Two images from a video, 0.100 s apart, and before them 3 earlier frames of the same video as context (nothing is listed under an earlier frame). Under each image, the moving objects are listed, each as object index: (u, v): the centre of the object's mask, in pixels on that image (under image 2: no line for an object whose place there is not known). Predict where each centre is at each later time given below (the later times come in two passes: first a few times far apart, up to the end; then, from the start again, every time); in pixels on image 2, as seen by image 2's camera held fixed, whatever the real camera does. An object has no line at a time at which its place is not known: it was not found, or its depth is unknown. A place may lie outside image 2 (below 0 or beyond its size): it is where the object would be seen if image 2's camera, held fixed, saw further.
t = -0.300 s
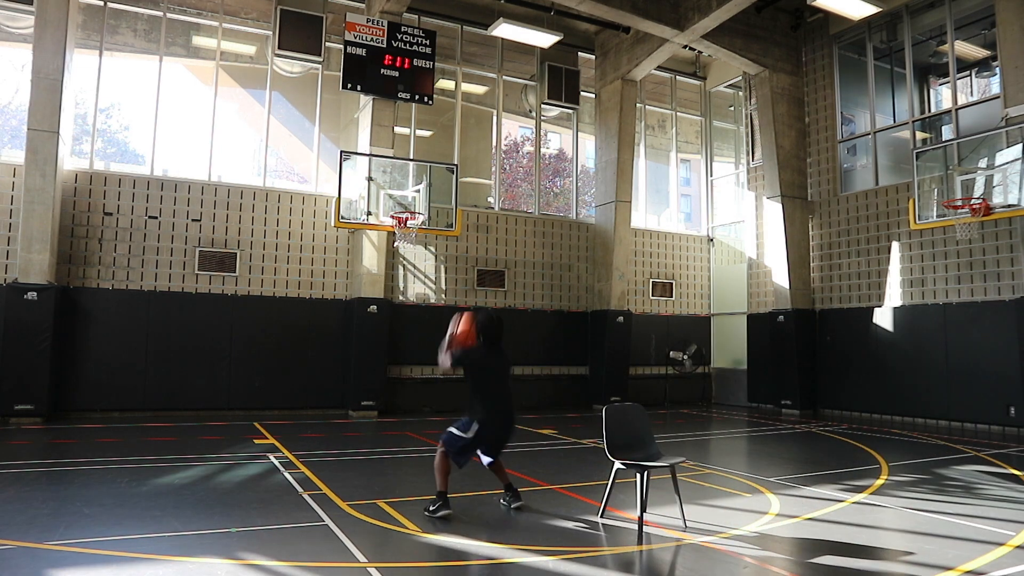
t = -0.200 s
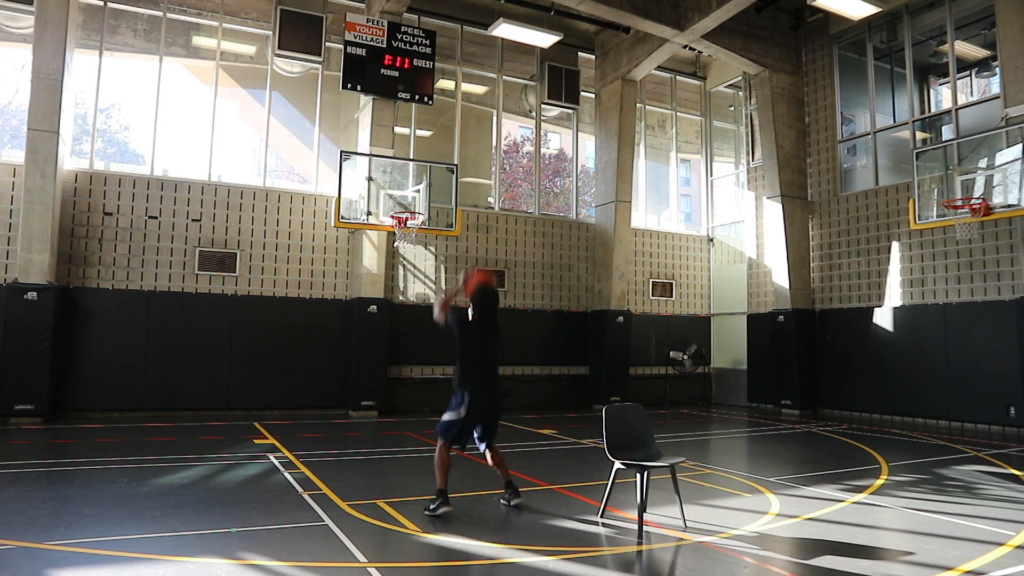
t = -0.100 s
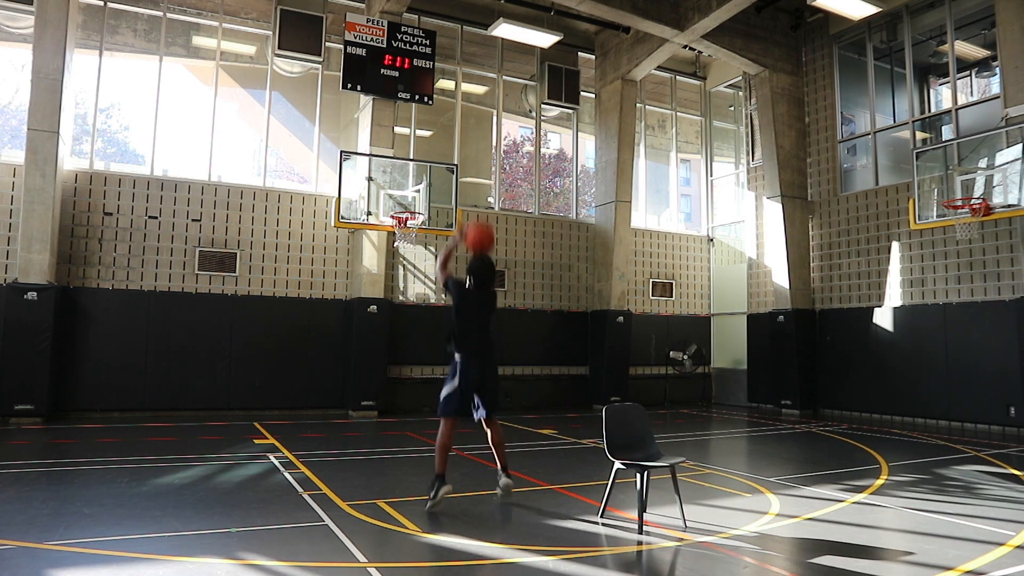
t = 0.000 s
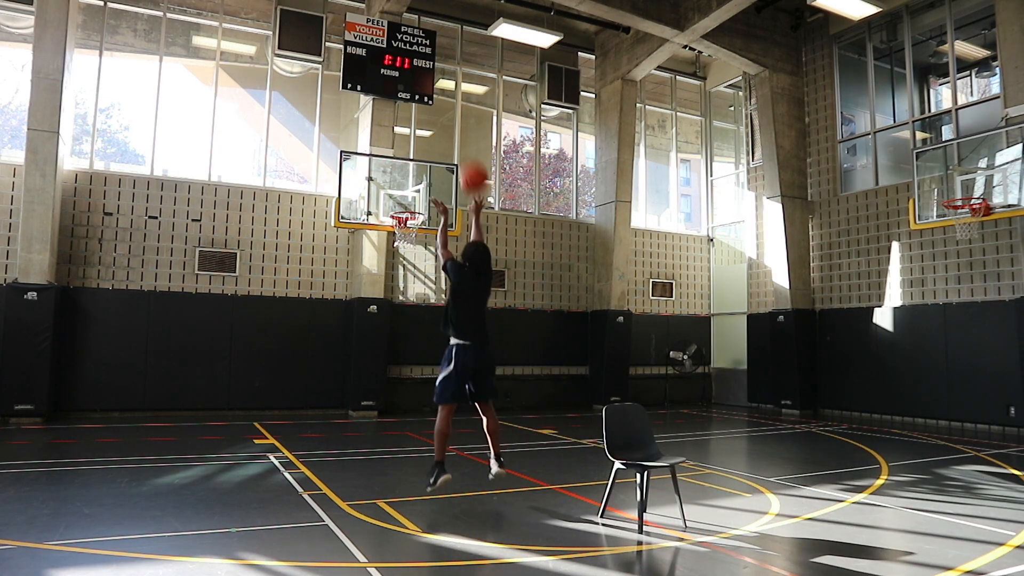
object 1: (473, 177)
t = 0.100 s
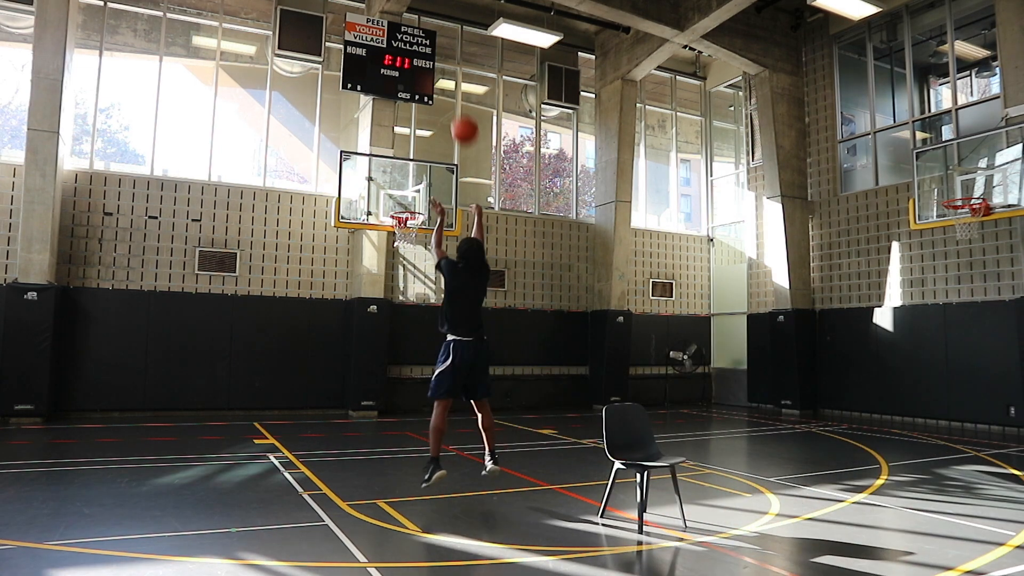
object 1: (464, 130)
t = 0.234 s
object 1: (454, 93)
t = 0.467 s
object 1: (439, 75)
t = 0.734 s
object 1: (424, 108)
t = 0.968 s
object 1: (413, 171)
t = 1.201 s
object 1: (403, 239)
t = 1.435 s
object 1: (394, 290)
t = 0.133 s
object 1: (461, 118)
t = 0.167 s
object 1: (459, 108)
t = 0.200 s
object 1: (456, 100)
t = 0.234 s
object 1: (454, 93)
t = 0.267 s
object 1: (452, 86)
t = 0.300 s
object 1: (449, 81)
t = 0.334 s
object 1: (447, 78)
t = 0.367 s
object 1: (445, 76)
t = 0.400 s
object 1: (443, 75)
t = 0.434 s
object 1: (441, 75)
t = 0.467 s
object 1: (439, 75)
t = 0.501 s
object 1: (437, 77)
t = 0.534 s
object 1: (435, 79)
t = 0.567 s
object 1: (432, 82)
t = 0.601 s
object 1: (431, 86)
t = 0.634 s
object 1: (429, 90)
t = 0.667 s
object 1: (427, 96)
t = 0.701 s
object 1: (426, 100)
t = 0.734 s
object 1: (424, 108)
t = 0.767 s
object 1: (423, 115)
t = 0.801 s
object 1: (421, 122)
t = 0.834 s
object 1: (419, 131)
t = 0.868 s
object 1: (417, 142)
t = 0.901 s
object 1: (416, 151)
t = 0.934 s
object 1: (415, 160)
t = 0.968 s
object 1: (413, 171)
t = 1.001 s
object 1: (412, 182)
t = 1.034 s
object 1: (409, 196)
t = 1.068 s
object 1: (408, 206)
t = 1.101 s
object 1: (406, 219)
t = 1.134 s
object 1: (405, 231)
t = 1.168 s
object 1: (404, 234)
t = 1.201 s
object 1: (403, 239)
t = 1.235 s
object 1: (402, 244)
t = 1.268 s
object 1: (400, 250)
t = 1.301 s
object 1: (399, 257)
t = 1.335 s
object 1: (398, 263)
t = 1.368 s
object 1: (397, 271)
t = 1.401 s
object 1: (395, 281)
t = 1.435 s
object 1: (394, 290)
